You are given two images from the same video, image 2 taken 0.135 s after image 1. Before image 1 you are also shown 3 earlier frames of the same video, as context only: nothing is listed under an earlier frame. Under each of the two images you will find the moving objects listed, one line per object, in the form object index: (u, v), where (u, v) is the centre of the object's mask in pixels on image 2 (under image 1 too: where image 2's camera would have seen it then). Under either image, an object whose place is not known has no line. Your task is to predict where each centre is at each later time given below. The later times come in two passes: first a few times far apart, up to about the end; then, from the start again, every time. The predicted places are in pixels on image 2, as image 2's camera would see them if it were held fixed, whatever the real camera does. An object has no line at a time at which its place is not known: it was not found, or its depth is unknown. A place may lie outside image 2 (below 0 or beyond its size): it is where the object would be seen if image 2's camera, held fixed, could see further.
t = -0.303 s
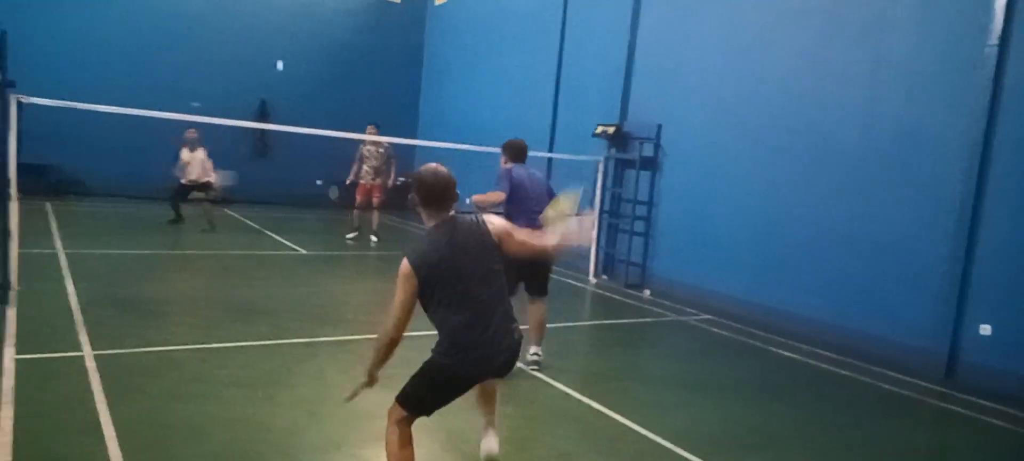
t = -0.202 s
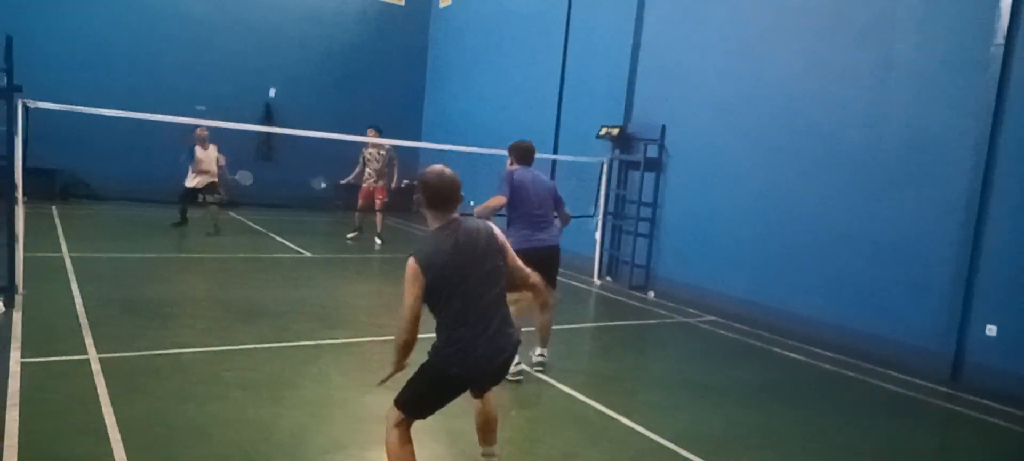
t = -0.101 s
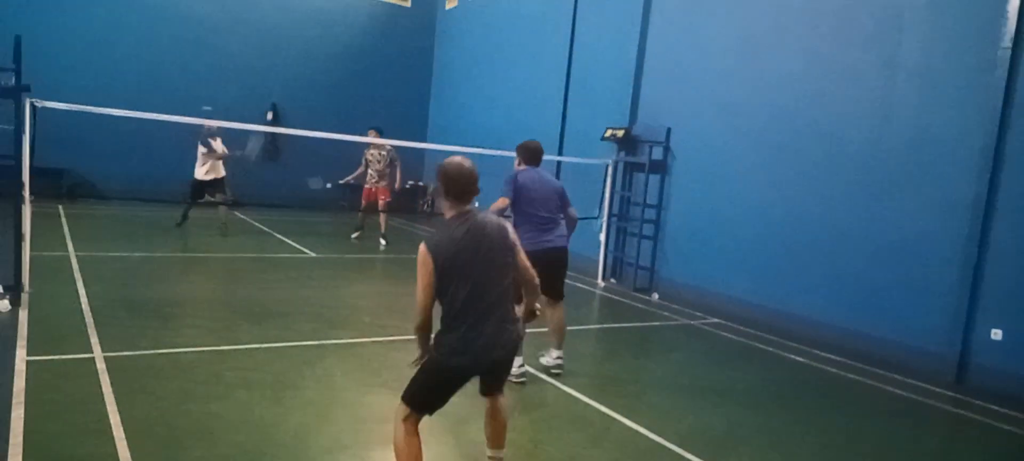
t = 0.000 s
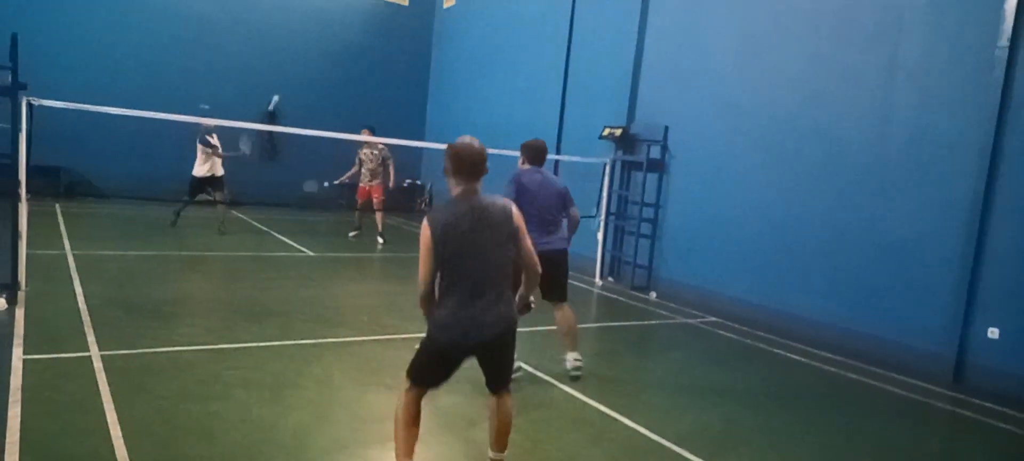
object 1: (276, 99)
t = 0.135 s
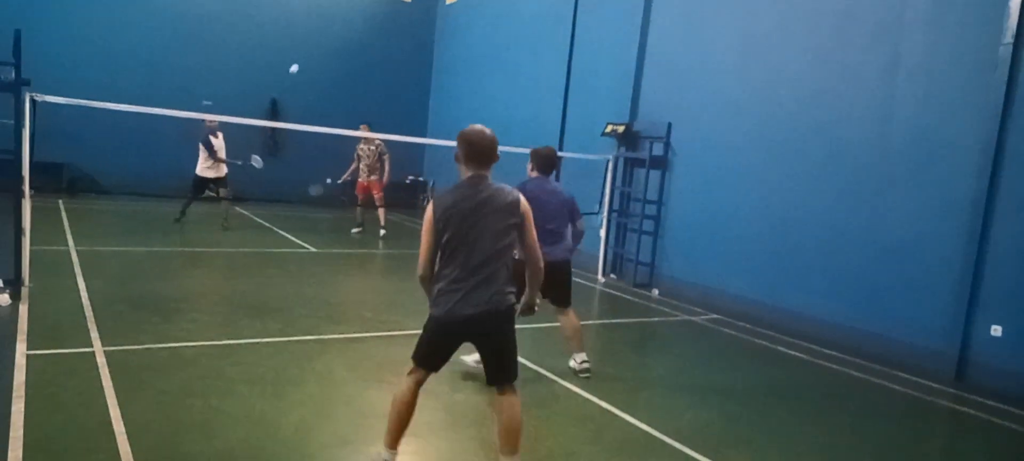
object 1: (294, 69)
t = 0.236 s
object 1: (305, 57)
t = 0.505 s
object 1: (333, 81)
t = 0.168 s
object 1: (298, 64)
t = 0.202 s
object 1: (301, 60)
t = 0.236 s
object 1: (305, 57)
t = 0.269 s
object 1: (309, 55)
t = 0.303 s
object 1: (313, 55)
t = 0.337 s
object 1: (316, 56)
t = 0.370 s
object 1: (320, 58)
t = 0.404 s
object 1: (323, 61)
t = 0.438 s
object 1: (327, 66)
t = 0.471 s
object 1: (331, 73)
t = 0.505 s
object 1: (333, 81)
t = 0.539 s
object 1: (336, 91)
